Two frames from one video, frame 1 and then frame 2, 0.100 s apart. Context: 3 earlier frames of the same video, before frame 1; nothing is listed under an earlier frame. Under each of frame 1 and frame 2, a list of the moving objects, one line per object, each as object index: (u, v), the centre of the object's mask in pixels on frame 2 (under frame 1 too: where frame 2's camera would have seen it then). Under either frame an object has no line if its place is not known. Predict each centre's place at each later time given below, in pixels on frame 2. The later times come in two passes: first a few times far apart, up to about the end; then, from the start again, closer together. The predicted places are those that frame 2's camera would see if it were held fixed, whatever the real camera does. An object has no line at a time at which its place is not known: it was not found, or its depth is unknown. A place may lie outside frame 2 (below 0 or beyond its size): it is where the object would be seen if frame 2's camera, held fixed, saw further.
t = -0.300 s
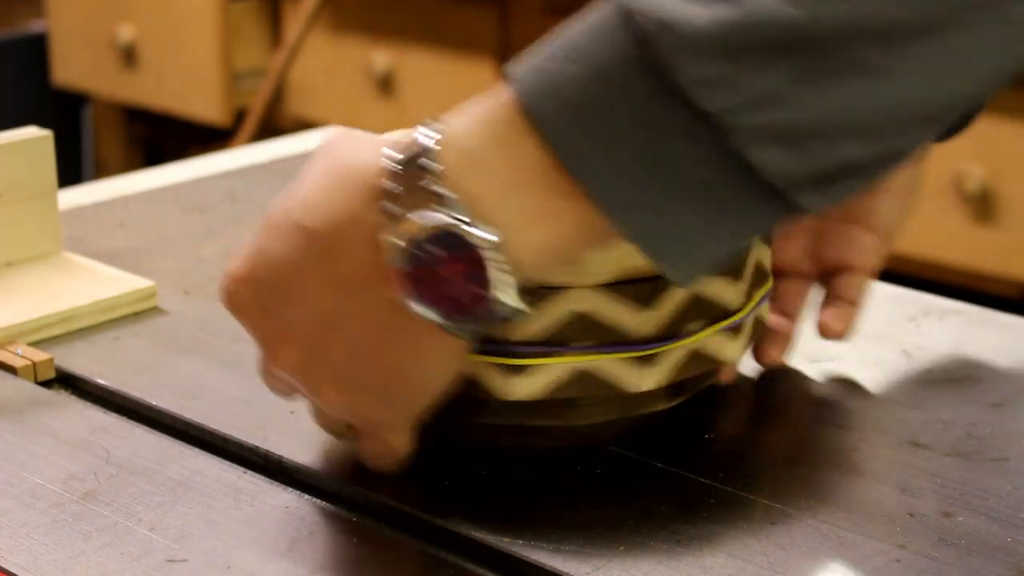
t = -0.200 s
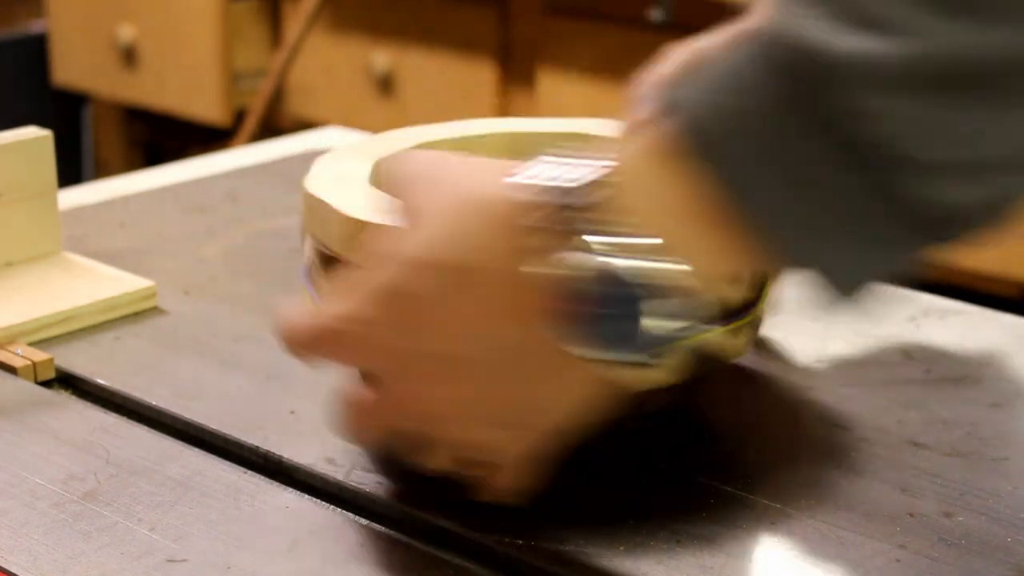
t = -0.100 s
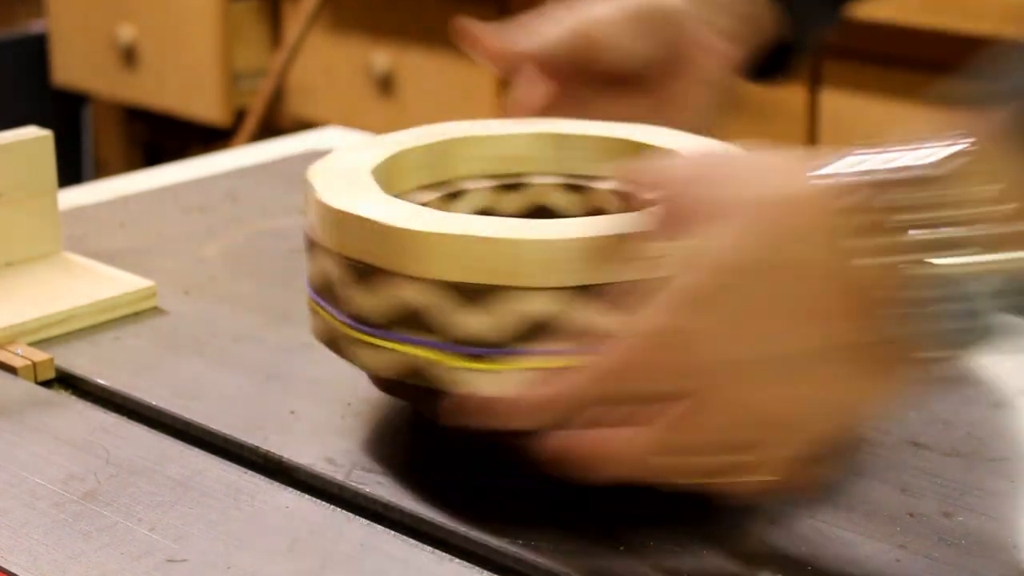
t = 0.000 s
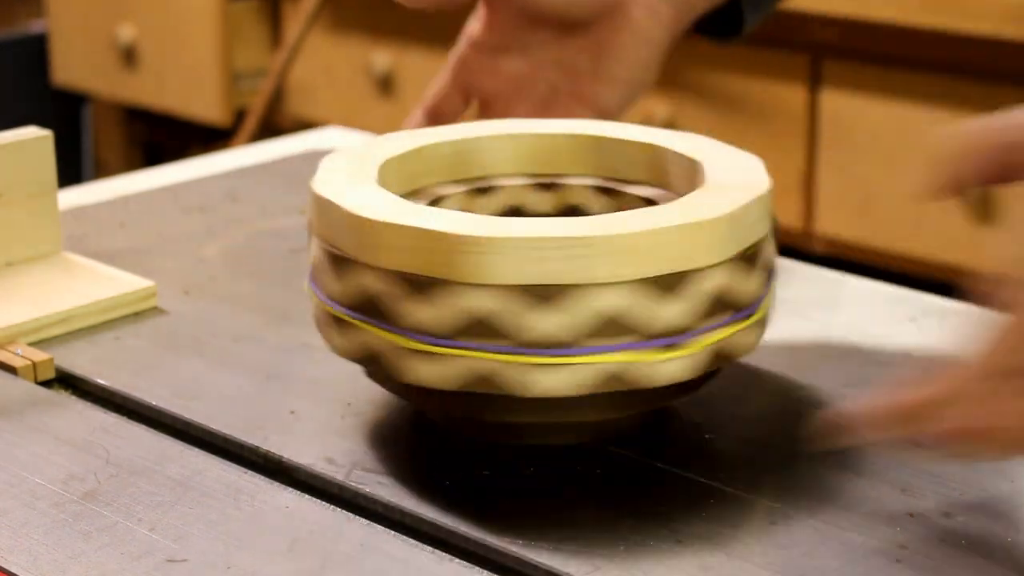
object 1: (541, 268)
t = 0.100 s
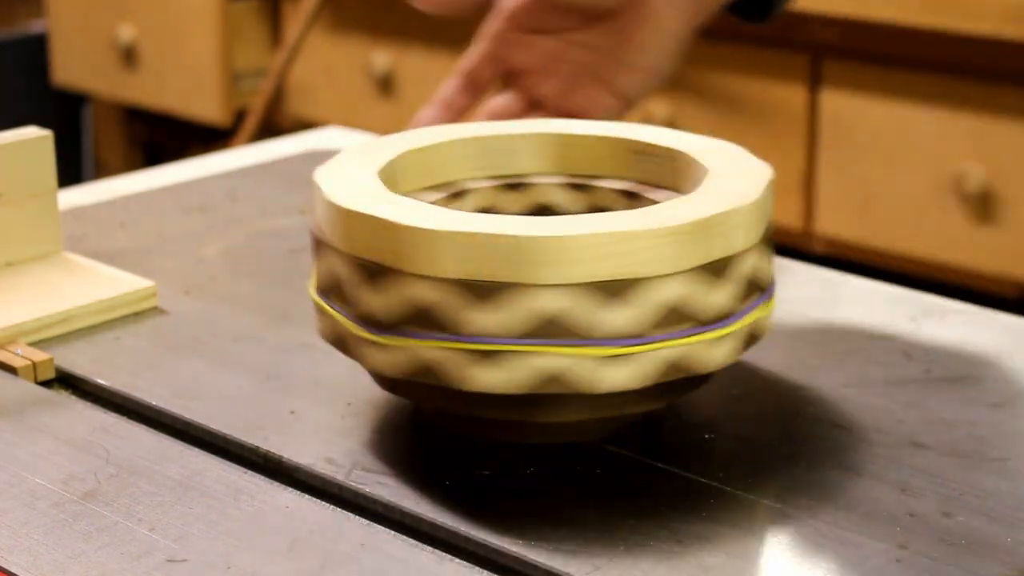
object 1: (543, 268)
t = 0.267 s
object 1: (540, 267)
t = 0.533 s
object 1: (540, 269)
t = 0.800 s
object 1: (546, 269)
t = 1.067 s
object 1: (545, 266)
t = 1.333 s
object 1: (541, 269)
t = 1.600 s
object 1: (543, 270)
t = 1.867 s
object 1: (549, 271)
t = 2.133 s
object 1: (549, 269)
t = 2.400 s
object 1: (546, 270)
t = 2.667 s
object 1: (544, 272)
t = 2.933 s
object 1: (547, 273)
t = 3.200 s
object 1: (552, 273)
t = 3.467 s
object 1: (552, 272)
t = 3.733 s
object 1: (550, 272)
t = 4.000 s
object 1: (549, 273)
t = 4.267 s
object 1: (547, 274)
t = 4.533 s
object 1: (545, 275)
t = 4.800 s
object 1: (546, 276)
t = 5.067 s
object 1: (548, 276)
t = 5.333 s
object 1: (548, 277)
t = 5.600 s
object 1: (551, 277)
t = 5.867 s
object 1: (551, 277)
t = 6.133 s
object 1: (551, 277)
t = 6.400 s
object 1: (551, 277)
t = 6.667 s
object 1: (551, 277)
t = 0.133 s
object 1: (543, 265)
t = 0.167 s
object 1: (542, 268)
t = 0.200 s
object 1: (541, 267)
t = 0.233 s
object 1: (541, 268)
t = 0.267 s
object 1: (540, 267)
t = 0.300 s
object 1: (540, 267)
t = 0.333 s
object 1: (539, 268)
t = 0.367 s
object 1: (539, 264)
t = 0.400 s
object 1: (539, 267)
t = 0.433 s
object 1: (539, 265)
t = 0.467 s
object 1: (539, 268)
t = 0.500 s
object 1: (539, 268)
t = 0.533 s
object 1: (540, 269)
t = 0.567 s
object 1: (540, 266)
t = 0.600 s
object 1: (542, 266)
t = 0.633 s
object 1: (542, 266)
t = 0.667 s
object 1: (543, 266)
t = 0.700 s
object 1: (545, 267)
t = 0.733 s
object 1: (545, 268)
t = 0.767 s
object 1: (547, 268)
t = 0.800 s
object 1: (546, 269)
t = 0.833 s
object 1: (548, 267)
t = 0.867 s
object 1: (546, 266)
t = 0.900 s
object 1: (547, 268)
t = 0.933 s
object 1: (546, 266)
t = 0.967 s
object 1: (546, 268)
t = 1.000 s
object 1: (545, 266)
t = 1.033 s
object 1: (545, 266)
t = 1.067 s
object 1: (545, 266)
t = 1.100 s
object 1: (543, 266)
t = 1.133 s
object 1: (543, 267)
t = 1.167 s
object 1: (542, 268)
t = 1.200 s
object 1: (542, 267)
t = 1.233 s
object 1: (542, 268)
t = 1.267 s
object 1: (542, 268)
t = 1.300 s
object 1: (542, 268)
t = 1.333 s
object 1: (541, 269)
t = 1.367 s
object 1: (540, 269)
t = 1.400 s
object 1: (541, 269)
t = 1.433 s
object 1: (540, 269)
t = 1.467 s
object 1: (541, 269)
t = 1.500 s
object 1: (541, 269)
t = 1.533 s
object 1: (541, 269)
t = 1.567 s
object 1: (542, 270)
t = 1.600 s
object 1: (543, 270)
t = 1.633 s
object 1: (543, 270)
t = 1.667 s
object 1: (545, 271)
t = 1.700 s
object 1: (545, 271)
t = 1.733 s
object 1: (547, 270)
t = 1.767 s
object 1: (548, 271)
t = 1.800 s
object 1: (548, 271)
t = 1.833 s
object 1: (549, 271)
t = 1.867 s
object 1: (549, 271)
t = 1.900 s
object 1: (548, 270)
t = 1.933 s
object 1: (549, 270)
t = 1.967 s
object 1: (549, 270)
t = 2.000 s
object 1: (548, 270)
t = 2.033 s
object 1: (549, 269)
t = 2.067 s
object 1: (549, 270)
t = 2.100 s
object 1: (548, 270)
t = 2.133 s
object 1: (549, 269)
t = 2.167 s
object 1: (549, 269)
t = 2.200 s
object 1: (547, 269)
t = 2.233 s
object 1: (547, 269)
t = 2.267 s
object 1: (546, 269)
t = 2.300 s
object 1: (546, 269)
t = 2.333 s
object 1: (546, 269)
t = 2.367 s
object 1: (546, 270)
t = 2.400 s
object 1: (546, 270)
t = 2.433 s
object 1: (546, 270)
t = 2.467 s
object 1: (546, 270)
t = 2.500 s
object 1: (544, 271)
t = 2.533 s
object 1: (543, 271)
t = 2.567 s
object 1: (544, 271)
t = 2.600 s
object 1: (544, 271)
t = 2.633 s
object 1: (543, 272)
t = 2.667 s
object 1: (544, 272)
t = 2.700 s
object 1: (544, 272)
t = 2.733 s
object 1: (544, 272)
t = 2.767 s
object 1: (544, 272)
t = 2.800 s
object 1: (545, 272)
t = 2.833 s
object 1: (546, 273)
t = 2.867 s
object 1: (545, 273)
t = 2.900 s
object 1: (546, 273)
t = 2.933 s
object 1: (547, 273)
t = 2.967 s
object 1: (549, 273)
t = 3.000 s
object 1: (548, 273)
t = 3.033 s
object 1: (549, 273)
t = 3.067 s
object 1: (551, 273)
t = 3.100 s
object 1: (551, 273)
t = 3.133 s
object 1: (551, 273)
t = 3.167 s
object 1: (551, 273)
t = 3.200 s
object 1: (552, 273)
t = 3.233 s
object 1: (552, 273)
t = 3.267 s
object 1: (551, 273)
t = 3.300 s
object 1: (551, 273)
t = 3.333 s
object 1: (552, 272)
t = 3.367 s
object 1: (552, 273)
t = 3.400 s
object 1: (552, 273)
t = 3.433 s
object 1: (551, 272)
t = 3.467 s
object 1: (552, 272)
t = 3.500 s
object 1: (552, 272)
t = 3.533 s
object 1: (552, 272)
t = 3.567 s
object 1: (551, 272)
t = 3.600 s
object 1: (551, 272)
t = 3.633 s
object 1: (551, 272)
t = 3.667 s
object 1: (552, 272)
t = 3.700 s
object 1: (551, 272)
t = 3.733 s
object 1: (550, 272)
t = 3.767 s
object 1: (549, 272)
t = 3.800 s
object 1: (550, 272)
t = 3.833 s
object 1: (550, 272)
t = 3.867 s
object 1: (549, 272)
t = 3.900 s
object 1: (549, 272)
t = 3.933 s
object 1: (549, 273)
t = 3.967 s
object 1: (549, 272)
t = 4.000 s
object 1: (549, 273)
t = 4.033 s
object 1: (549, 273)
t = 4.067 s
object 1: (549, 273)
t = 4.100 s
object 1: (548, 273)
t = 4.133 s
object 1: (548, 274)
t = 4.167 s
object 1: (548, 274)
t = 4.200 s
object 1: (548, 274)
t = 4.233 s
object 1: (548, 274)
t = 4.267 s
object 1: (547, 274)
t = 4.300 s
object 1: (546, 274)
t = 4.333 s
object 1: (546, 274)
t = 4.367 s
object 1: (546, 274)
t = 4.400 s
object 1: (546, 275)
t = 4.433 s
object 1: (546, 275)
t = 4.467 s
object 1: (547, 275)
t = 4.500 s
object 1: (546, 275)
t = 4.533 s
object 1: (545, 275)
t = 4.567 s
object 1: (545, 275)
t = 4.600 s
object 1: (545, 275)
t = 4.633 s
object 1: (546, 275)
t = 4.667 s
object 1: (546, 275)
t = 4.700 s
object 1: (547, 276)
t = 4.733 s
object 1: (547, 276)
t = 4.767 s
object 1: (546, 276)
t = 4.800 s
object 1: (546, 276)
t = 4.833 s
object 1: (546, 276)
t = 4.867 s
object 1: (546, 276)
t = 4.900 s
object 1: (546, 276)
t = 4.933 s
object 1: (546, 276)
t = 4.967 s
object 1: (547, 276)
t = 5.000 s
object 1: (547, 276)
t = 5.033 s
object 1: (548, 276)
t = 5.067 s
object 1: (548, 276)
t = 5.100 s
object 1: (548, 276)
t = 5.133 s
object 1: (548, 277)
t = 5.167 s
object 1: (548, 277)
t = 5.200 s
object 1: (548, 277)
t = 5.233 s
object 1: (548, 277)
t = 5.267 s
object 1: (548, 277)
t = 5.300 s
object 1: (548, 277)
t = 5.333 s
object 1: (548, 277)
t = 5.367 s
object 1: (548, 277)
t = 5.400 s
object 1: (549, 277)
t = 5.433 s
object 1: (549, 277)
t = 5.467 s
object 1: (550, 277)
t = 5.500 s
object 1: (550, 277)
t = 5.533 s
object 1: (550, 277)
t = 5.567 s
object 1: (550, 277)
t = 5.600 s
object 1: (551, 277)
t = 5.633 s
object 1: (551, 277)
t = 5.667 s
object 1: (551, 277)
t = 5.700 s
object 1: (550, 277)
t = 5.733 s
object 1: (550, 277)
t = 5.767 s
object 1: (551, 277)
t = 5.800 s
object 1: (551, 277)
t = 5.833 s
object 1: (551, 277)
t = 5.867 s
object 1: (551, 277)
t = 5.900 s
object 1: (551, 277)
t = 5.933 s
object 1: (551, 277)
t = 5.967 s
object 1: (551, 277)
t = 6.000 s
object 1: (551, 277)
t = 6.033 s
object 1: (551, 277)
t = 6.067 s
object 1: (551, 277)
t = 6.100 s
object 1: (551, 277)
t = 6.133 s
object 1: (551, 277)
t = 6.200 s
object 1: (551, 277)
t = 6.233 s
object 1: (551, 277)
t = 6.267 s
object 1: (551, 277)
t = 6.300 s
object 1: (551, 277)
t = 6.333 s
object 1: (551, 277)
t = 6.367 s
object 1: (551, 277)
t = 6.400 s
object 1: (551, 277)
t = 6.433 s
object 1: (551, 277)
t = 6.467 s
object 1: (551, 277)
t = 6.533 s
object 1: (551, 277)
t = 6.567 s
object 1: (551, 277)
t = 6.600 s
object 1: (551, 277)
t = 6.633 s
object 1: (551, 277)
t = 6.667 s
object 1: (551, 277)
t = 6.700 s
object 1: (551, 277)
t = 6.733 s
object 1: (551, 277)
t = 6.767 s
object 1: (551, 277)
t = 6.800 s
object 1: (552, 276)
